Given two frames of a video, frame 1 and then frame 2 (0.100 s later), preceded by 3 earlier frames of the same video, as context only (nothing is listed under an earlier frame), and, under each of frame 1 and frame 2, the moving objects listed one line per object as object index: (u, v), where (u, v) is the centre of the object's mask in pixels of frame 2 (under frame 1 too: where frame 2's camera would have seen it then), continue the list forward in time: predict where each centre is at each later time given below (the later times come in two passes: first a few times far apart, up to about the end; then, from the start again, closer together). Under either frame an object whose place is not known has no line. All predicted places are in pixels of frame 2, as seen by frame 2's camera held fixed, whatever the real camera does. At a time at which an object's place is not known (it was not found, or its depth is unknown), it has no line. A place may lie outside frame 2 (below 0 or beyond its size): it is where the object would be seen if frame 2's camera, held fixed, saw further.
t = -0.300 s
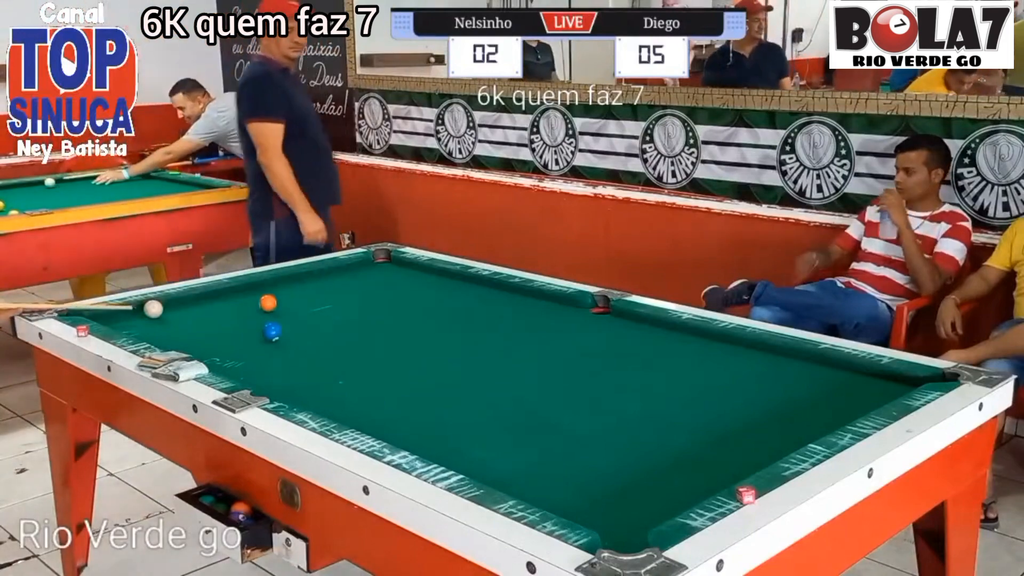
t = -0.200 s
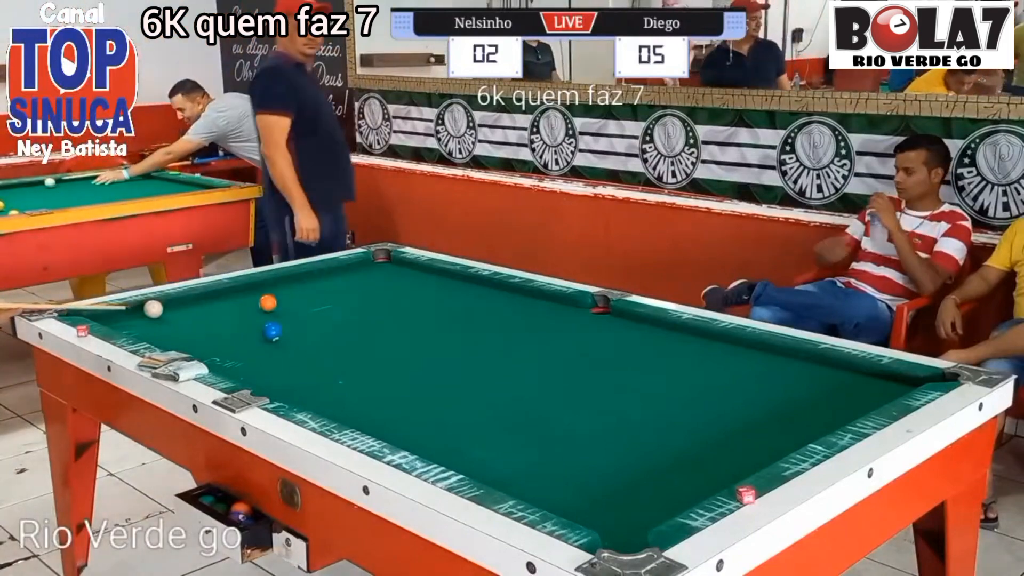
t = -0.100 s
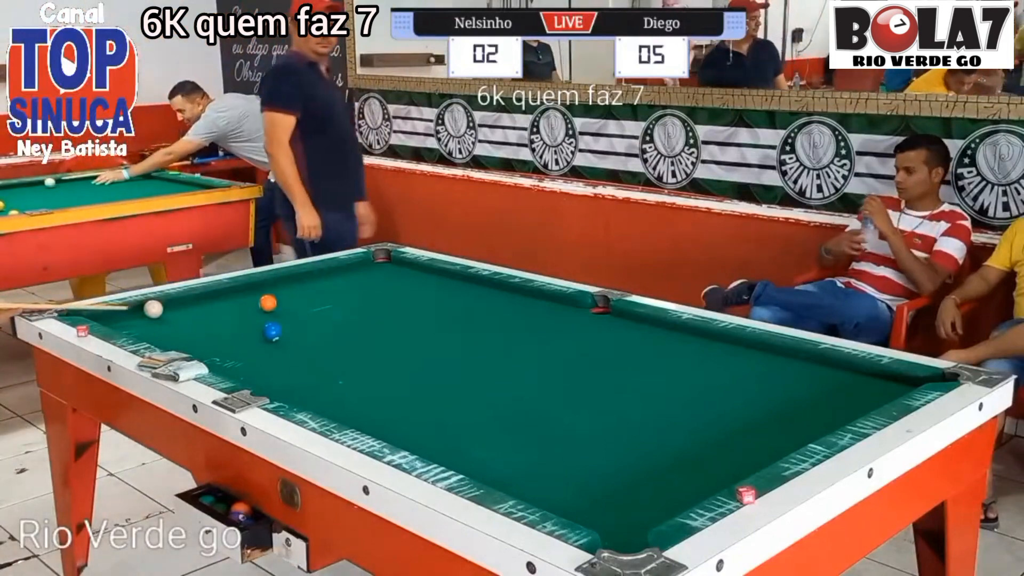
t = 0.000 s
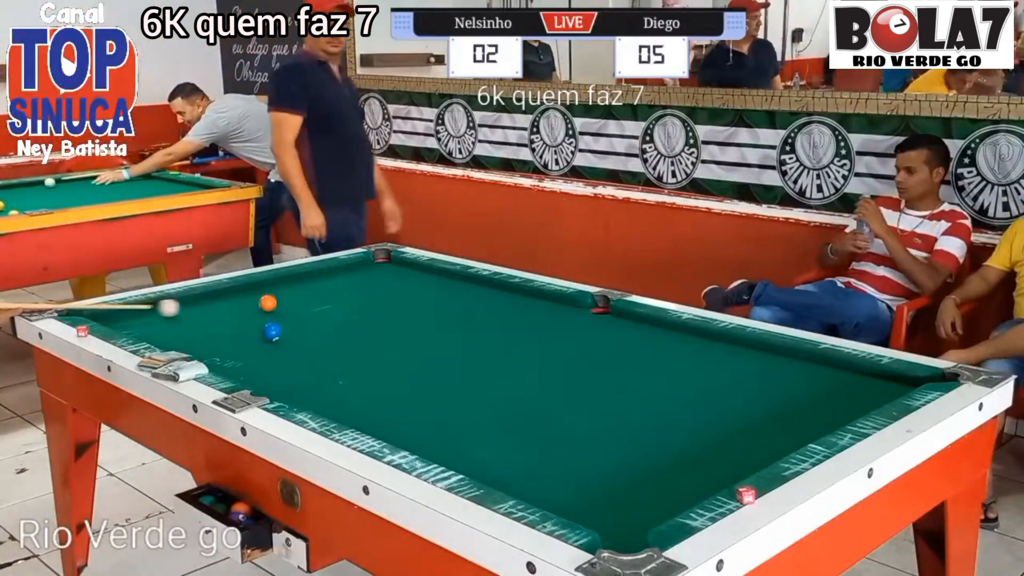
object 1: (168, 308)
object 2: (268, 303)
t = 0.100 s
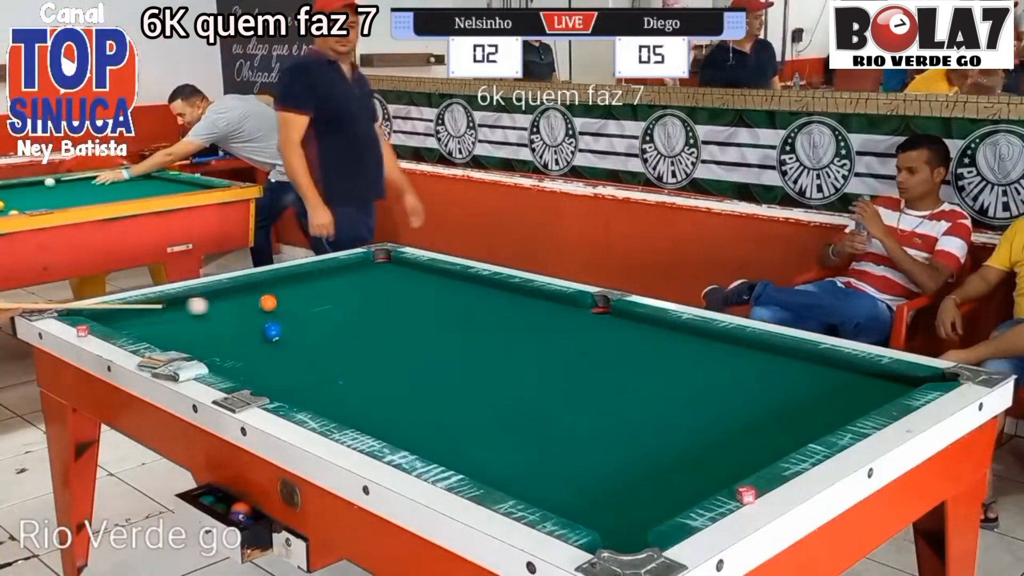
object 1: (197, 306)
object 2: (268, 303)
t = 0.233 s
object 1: (234, 303)
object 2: (268, 303)
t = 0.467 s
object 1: (270, 299)
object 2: (302, 303)
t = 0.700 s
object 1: (296, 295)
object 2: (341, 304)
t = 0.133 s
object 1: (207, 305)
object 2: (268, 302)
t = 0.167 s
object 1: (216, 304)
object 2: (268, 303)
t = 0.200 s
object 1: (225, 304)
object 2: (268, 303)
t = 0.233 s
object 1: (234, 303)
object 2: (268, 303)
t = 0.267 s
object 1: (243, 303)
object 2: (268, 302)
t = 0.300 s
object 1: (255, 301)
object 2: (278, 303)
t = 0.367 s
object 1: (259, 301)
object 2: (285, 303)
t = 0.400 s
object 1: (263, 300)
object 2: (291, 303)
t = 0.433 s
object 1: (267, 300)
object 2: (296, 303)
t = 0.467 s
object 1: (270, 299)
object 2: (302, 303)
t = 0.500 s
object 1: (274, 298)
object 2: (308, 303)
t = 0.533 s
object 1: (278, 298)
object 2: (313, 303)
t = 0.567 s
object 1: (282, 297)
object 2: (319, 303)
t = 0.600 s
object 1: (286, 297)
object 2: (324, 304)
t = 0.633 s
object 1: (289, 296)
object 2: (330, 304)
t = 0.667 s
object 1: (293, 296)
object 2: (335, 304)
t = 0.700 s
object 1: (296, 295)
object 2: (341, 304)
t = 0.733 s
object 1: (300, 294)
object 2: (346, 304)
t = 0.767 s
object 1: (303, 294)
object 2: (352, 304)
